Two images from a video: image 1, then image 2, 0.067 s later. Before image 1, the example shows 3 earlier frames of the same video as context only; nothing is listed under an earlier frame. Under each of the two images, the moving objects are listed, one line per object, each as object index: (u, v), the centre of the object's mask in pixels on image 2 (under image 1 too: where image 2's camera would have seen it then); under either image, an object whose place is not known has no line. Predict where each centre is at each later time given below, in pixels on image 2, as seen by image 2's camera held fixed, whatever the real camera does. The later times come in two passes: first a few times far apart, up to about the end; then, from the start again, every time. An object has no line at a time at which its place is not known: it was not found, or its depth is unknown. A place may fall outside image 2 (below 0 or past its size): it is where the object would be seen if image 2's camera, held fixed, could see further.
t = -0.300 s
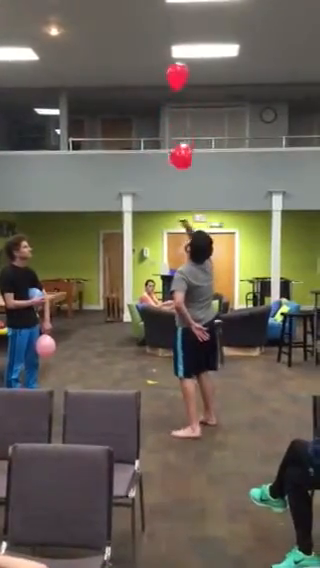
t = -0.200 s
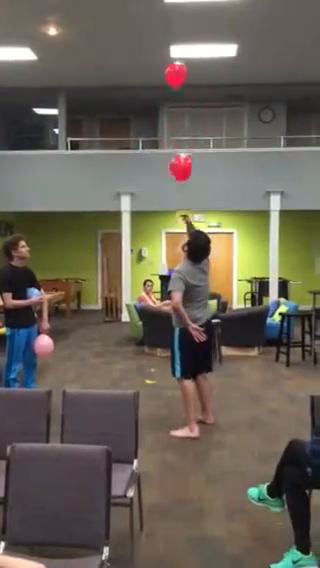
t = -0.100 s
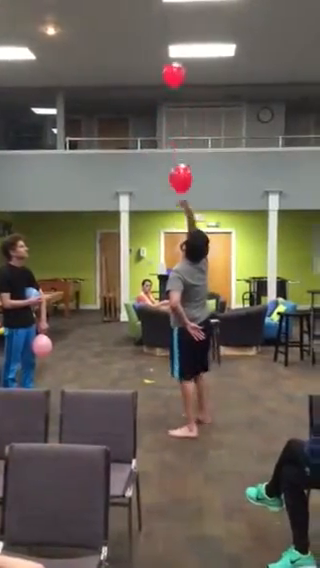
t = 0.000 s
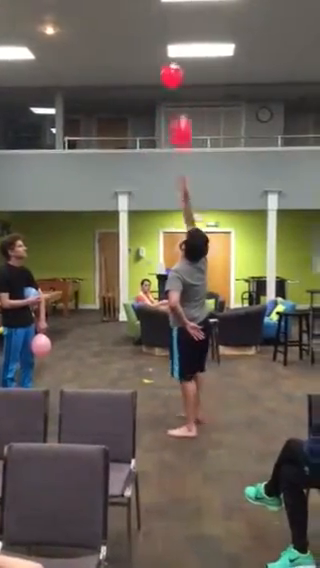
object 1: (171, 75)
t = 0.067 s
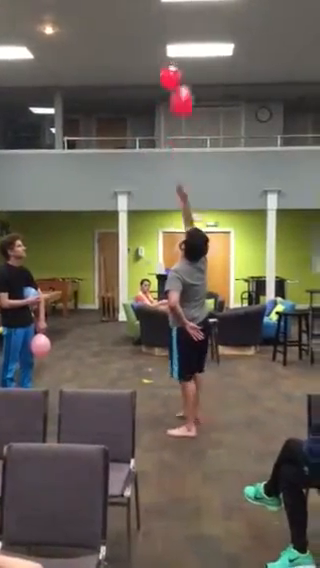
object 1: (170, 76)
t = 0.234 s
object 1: (168, 83)
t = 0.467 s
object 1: (165, 100)
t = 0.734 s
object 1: (161, 127)
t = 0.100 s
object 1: (169, 77)
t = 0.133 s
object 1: (167, 79)
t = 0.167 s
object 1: (167, 80)
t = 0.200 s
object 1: (168, 82)
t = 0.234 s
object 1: (168, 83)
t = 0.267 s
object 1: (167, 84)
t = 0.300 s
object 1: (167, 86)
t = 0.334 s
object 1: (166, 89)
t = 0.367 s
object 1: (166, 92)
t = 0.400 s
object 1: (166, 95)
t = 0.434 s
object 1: (165, 98)
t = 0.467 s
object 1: (165, 100)
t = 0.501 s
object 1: (164, 103)
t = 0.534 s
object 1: (164, 106)
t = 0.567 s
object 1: (164, 109)
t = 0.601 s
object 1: (163, 113)
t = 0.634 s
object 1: (163, 116)
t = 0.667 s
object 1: (163, 119)
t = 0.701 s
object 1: (162, 123)
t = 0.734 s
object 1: (161, 127)
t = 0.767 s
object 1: (161, 131)
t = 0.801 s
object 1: (160, 135)
